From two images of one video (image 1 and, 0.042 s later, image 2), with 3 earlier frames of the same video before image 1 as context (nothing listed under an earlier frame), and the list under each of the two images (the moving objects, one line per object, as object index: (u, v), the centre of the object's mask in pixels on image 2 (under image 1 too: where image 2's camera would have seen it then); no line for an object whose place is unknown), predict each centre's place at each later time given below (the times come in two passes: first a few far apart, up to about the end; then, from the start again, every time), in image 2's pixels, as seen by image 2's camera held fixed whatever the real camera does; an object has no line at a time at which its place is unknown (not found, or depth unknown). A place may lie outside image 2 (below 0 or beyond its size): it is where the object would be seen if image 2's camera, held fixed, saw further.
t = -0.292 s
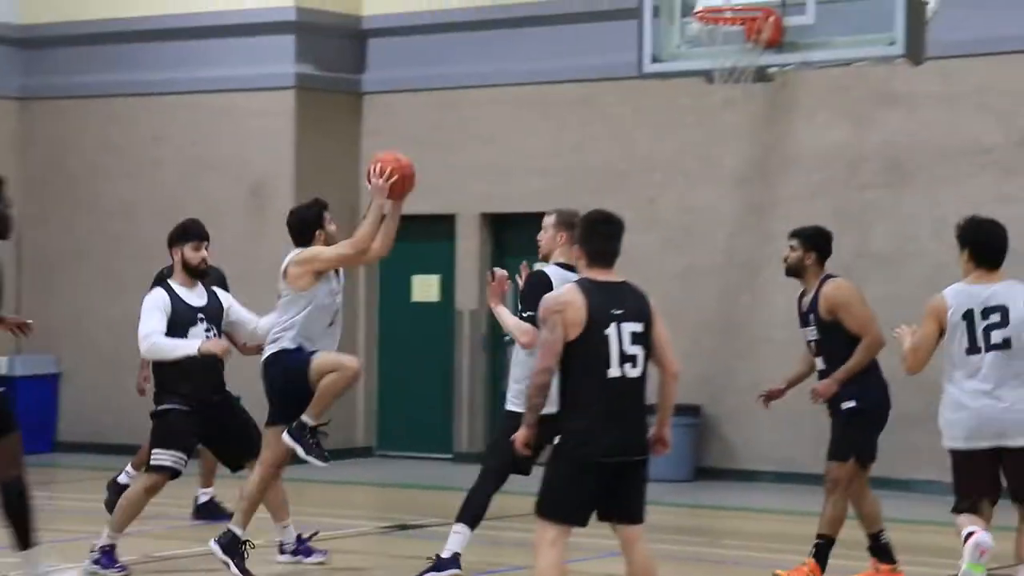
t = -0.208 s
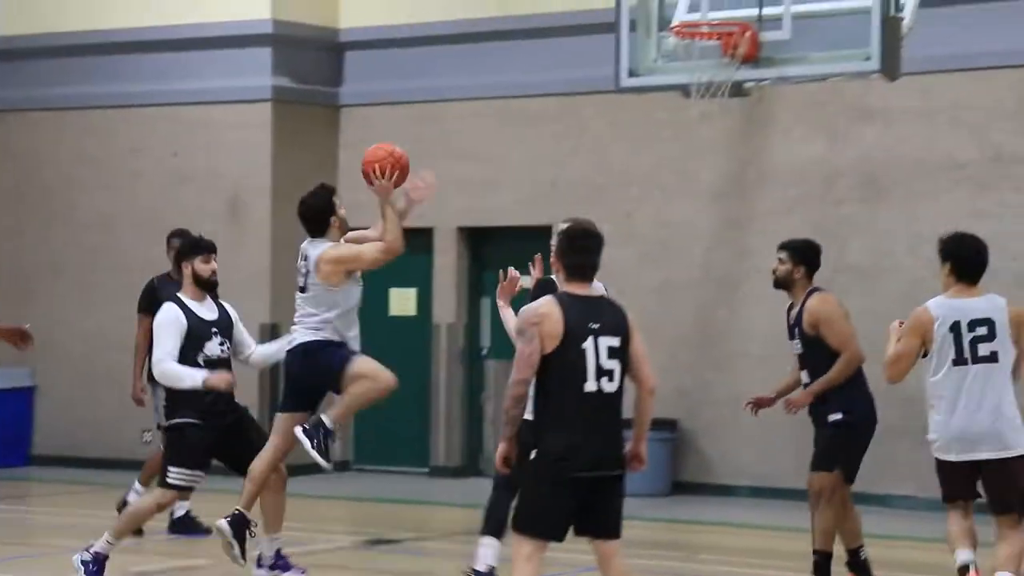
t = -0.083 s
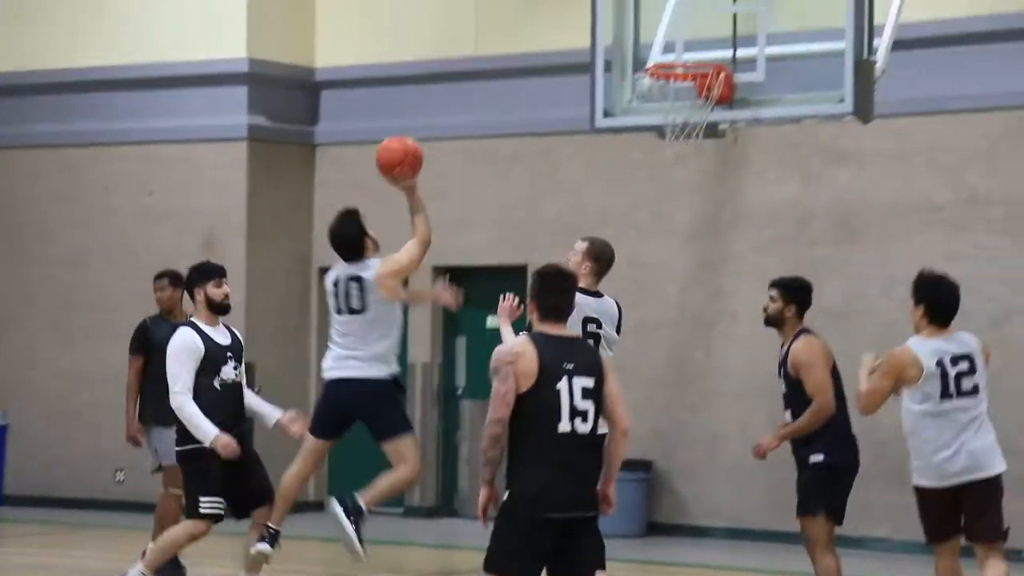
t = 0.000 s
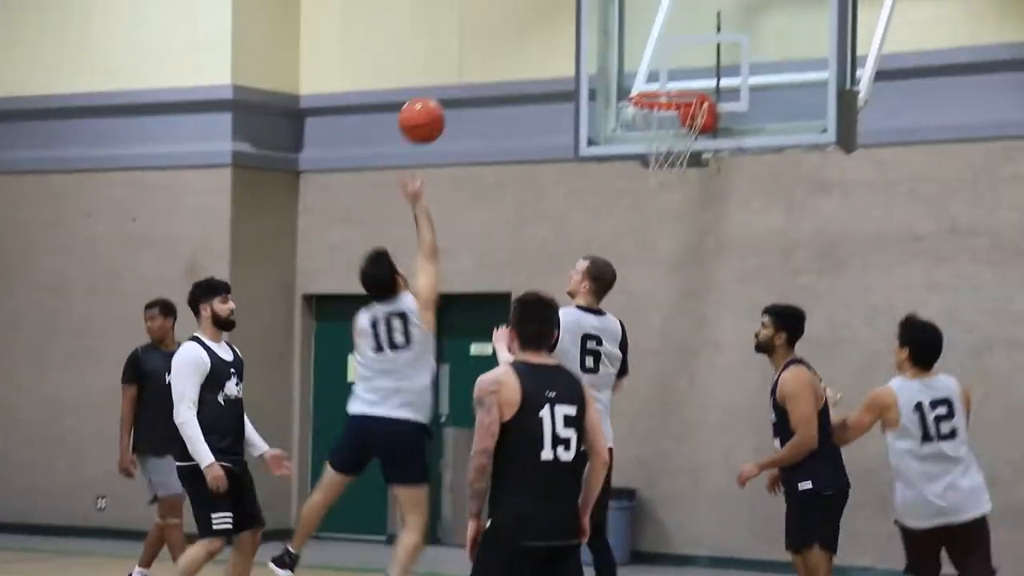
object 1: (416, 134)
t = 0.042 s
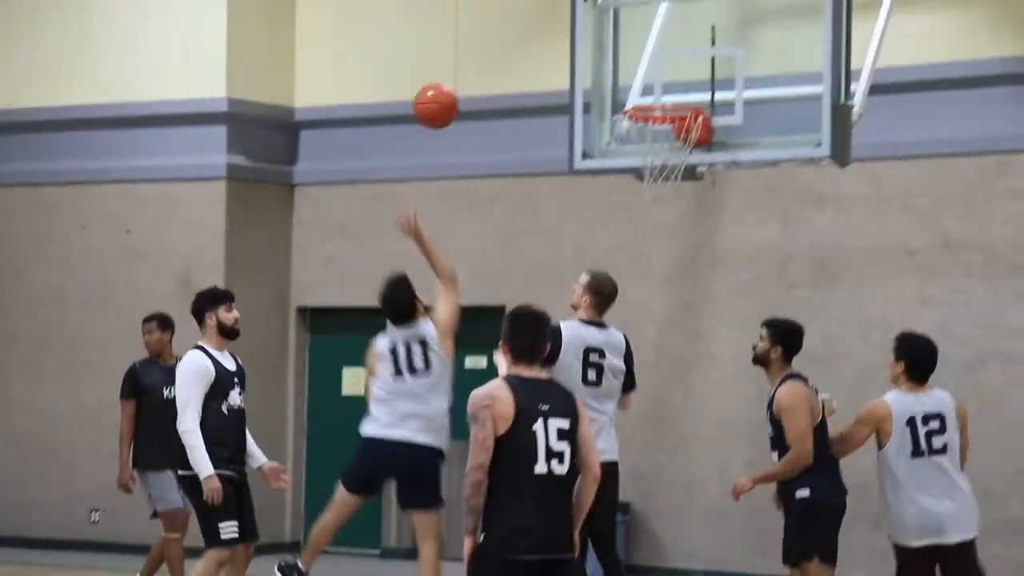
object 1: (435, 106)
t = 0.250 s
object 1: (523, 19)
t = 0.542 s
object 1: (630, 31)
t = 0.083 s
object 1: (454, 81)
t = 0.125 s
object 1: (472, 61)
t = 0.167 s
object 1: (489, 43)
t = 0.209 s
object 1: (506, 29)
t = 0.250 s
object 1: (523, 19)
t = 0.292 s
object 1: (540, 10)
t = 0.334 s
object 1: (555, 6)
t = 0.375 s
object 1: (571, 5)
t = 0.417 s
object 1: (587, 8)
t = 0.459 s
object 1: (602, 12)
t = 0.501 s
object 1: (616, 20)
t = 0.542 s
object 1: (630, 31)
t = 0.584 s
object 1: (644, 45)
